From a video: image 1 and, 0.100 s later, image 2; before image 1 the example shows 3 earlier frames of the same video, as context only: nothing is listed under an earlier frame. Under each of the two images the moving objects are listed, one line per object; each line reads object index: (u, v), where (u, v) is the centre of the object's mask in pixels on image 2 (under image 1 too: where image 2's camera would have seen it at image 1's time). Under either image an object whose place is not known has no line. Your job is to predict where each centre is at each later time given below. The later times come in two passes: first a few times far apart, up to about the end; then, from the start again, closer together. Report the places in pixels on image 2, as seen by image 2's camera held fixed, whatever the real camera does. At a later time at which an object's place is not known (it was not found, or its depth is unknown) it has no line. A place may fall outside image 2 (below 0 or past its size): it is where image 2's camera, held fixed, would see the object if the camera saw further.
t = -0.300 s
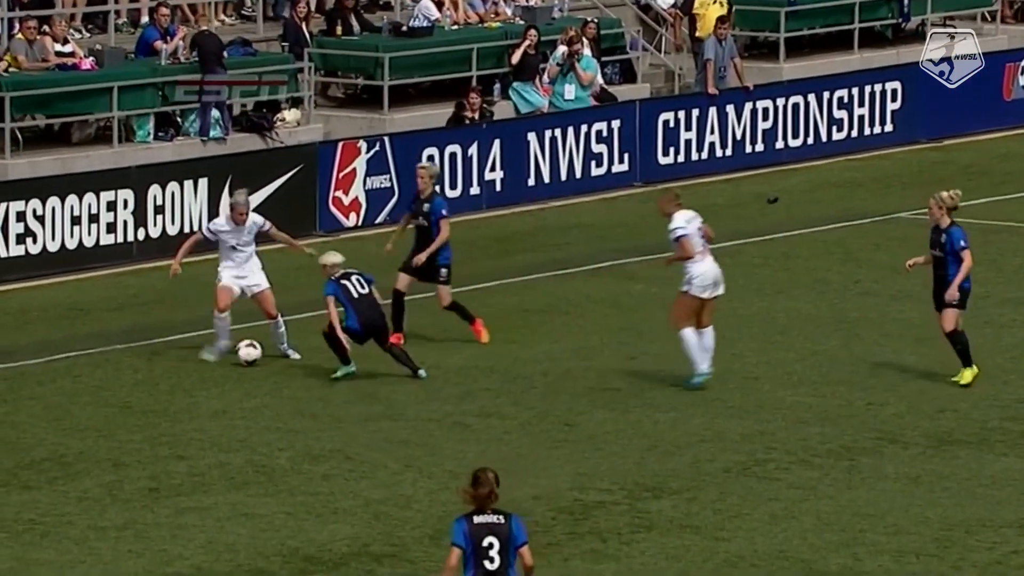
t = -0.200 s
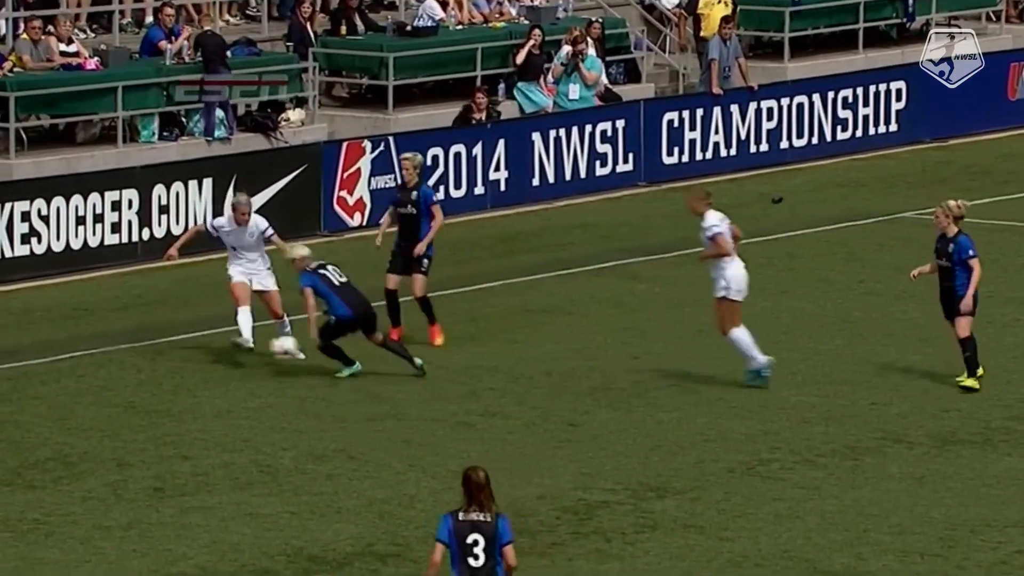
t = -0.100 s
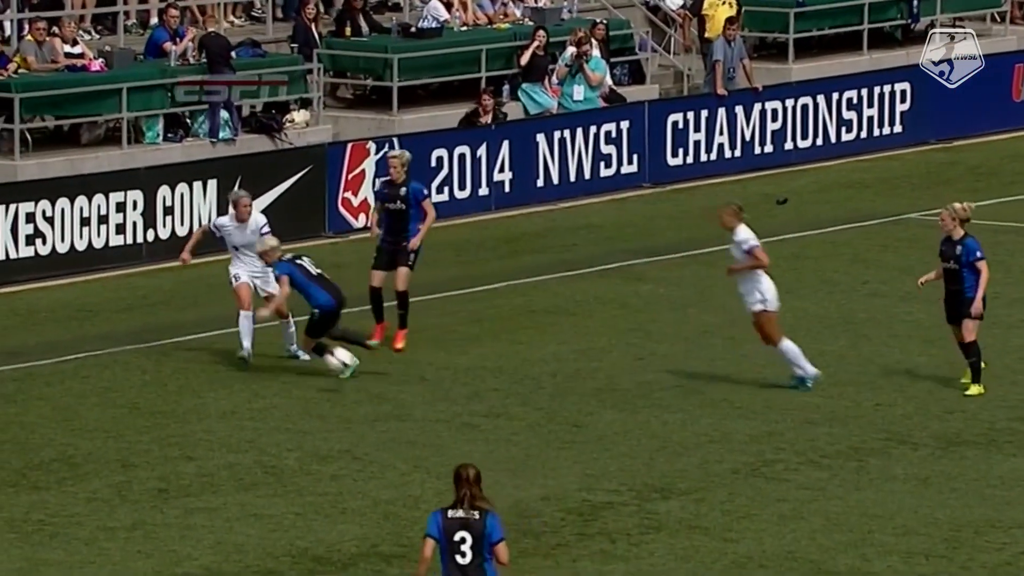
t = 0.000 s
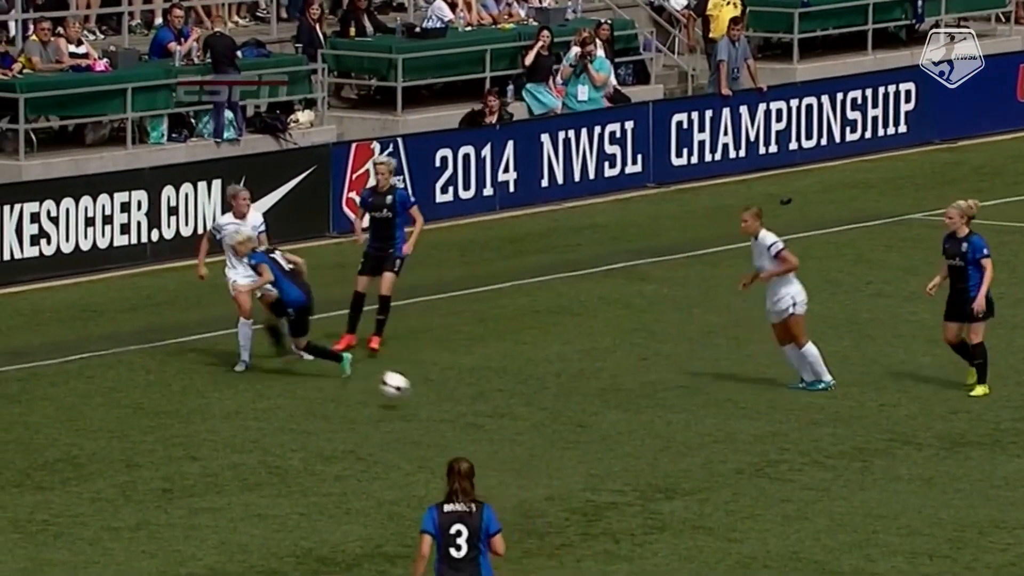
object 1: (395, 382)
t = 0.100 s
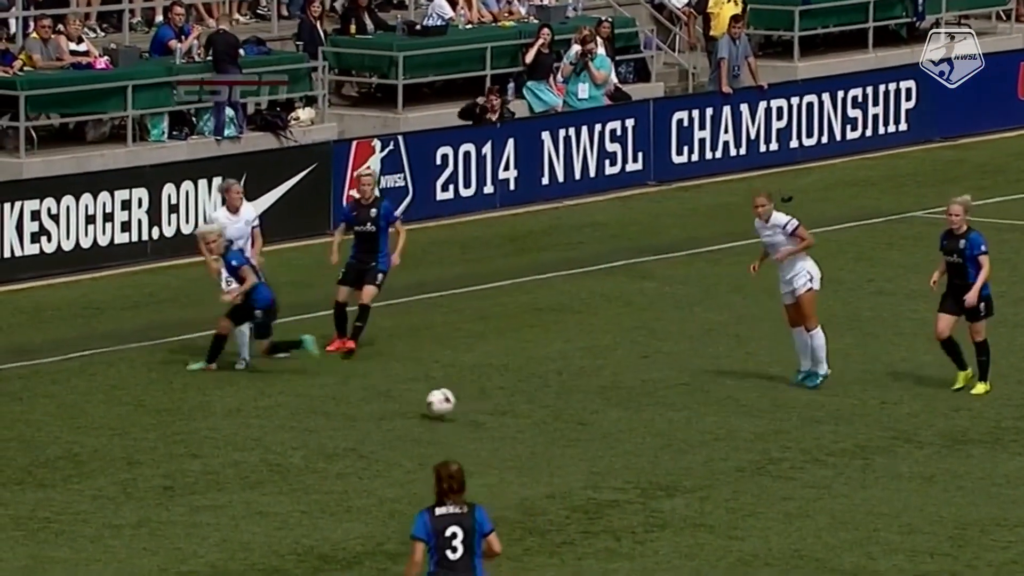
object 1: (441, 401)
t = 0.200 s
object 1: (478, 401)
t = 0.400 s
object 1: (554, 441)
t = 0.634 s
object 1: (615, 447)
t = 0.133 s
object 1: (454, 399)
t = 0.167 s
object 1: (466, 399)
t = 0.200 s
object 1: (478, 401)
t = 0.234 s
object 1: (491, 403)
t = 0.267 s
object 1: (504, 408)
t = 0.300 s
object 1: (516, 414)
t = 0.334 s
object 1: (529, 421)
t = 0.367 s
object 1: (541, 430)
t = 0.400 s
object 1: (554, 441)
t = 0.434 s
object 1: (563, 445)
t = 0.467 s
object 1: (571, 441)
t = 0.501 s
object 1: (580, 438)
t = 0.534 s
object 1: (589, 437)
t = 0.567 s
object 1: (597, 439)
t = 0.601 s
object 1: (606, 442)
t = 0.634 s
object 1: (615, 447)
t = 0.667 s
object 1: (622, 453)
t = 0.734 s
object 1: (640, 470)
